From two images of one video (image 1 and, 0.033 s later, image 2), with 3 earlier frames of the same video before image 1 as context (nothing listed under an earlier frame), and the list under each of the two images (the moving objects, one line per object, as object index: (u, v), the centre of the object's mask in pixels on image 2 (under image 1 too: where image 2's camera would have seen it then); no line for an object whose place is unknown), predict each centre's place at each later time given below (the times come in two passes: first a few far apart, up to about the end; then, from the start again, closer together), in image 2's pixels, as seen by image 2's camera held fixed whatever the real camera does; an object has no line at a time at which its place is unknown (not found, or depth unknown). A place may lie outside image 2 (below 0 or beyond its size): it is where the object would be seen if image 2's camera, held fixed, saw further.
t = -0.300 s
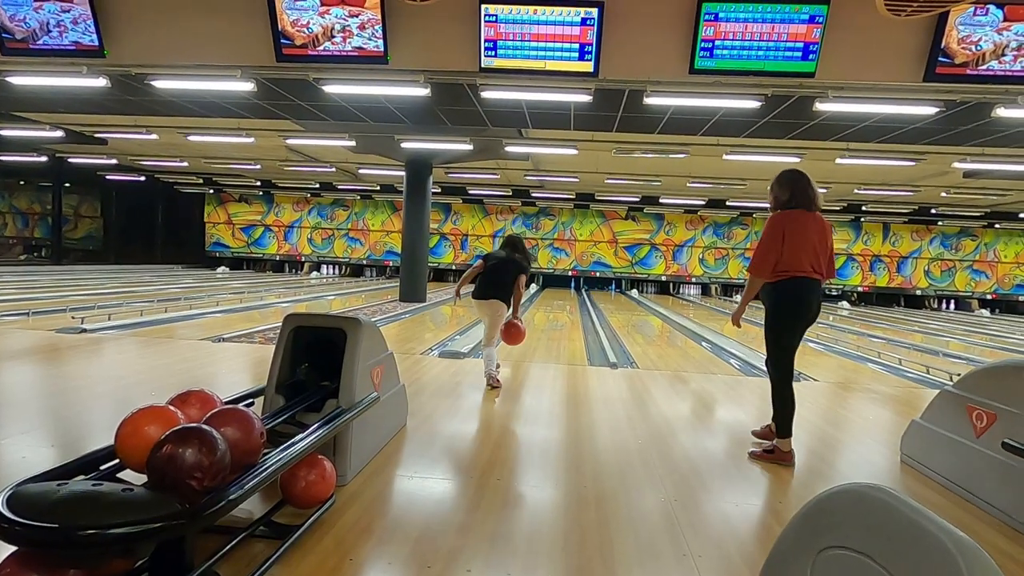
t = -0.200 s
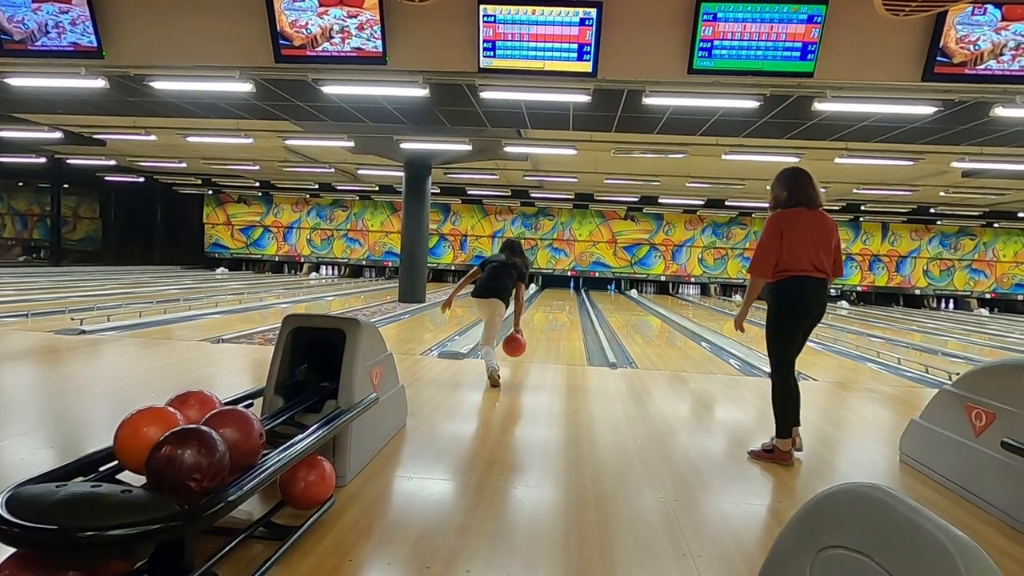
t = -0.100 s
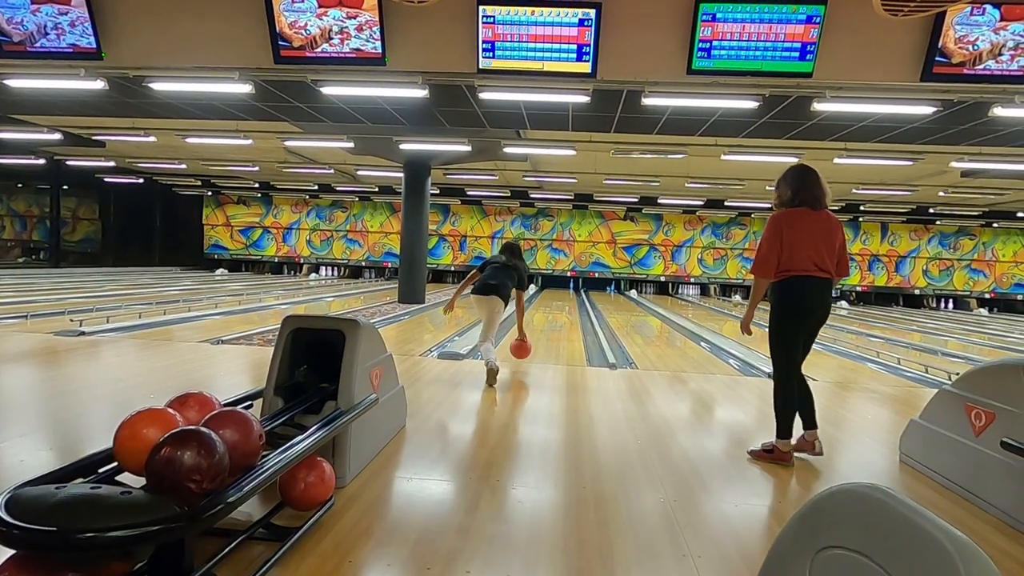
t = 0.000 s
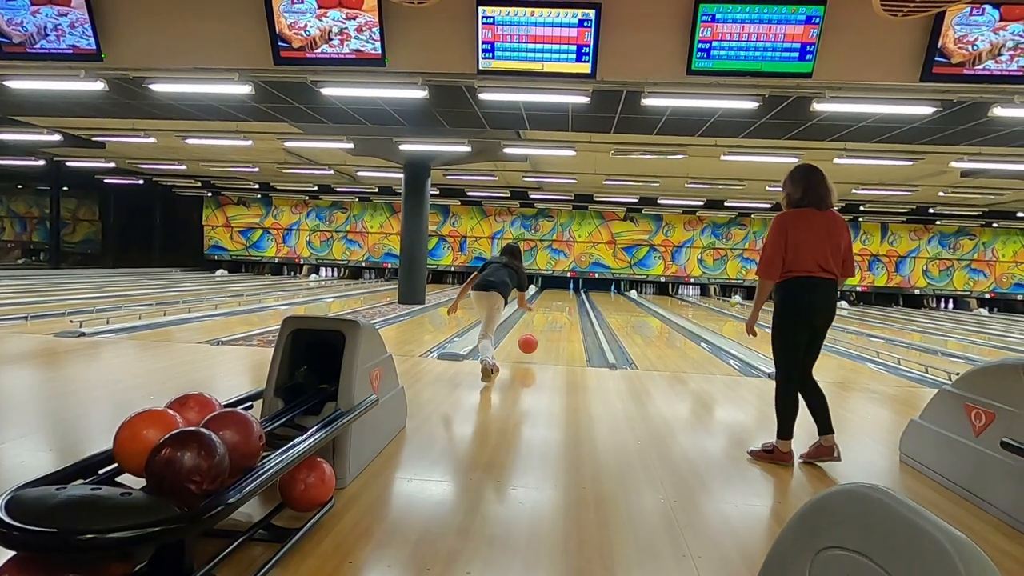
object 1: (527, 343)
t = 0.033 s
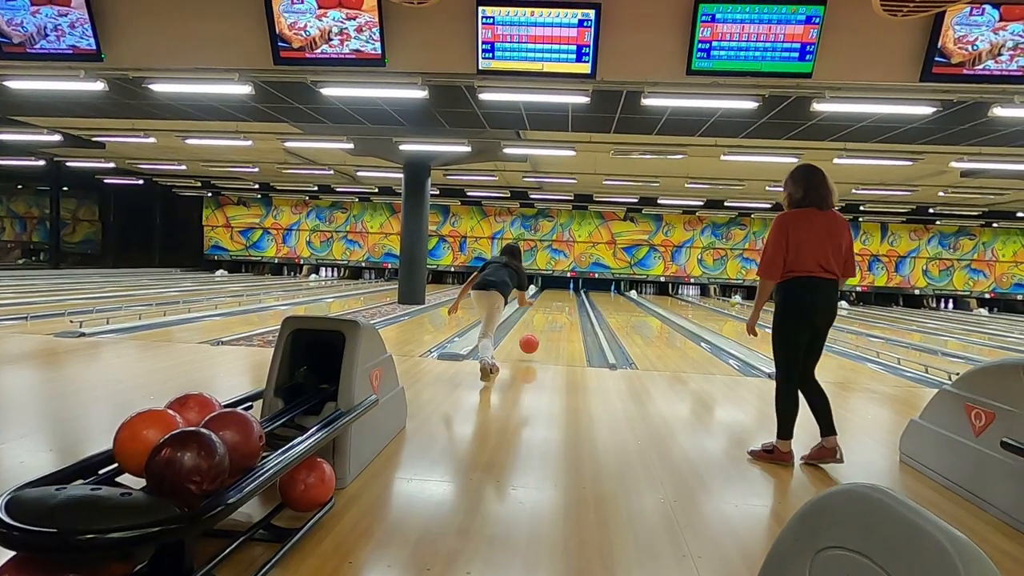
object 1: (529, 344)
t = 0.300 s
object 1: (542, 334)
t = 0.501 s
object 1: (549, 326)
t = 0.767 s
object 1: (554, 318)
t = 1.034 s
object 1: (558, 312)
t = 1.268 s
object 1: (561, 308)
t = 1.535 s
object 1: (563, 304)
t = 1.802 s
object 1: (564, 301)
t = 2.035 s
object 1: (565, 299)
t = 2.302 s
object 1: (566, 297)
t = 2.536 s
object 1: (567, 296)
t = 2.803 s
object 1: (567, 294)
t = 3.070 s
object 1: (567, 292)
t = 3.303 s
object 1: (567, 291)
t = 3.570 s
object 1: (568, 290)
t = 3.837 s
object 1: (568, 289)
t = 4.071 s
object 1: (569, 288)
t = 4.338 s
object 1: (569, 287)
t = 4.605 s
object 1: (570, 287)
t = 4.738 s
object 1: (569, 288)
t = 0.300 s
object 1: (542, 334)
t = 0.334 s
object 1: (543, 333)
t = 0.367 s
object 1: (544, 332)
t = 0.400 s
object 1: (546, 330)
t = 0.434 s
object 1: (546, 329)
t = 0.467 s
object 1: (548, 328)
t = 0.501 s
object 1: (549, 326)
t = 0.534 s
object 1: (549, 325)
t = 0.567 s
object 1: (550, 324)
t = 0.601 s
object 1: (551, 323)
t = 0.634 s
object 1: (552, 322)
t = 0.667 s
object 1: (552, 321)
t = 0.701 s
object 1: (554, 320)
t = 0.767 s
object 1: (554, 318)
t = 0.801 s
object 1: (555, 317)
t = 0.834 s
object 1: (556, 316)
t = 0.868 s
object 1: (556, 315)
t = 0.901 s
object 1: (557, 315)
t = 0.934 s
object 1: (557, 314)
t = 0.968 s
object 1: (558, 313)
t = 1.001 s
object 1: (558, 312)
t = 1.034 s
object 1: (558, 312)
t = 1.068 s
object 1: (559, 311)
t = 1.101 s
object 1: (559, 311)
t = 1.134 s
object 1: (559, 310)
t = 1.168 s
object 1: (560, 310)
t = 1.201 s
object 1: (560, 309)
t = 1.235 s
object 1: (560, 309)
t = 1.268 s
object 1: (561, 308)
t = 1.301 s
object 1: (561, 308)
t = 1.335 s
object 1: (561, 307)
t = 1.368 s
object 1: (562, 306)
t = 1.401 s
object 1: (562, 306)
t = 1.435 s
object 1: (562, 305)
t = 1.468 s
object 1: (562, 305)
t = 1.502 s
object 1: (563, 304)
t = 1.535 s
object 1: (563, 304)
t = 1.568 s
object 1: (563, 304)
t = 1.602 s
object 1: (563, 303)
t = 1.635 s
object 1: (563, 303)
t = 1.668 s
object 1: (563, 303)
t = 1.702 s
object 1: (564, 302)
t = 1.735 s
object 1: (564, 302)
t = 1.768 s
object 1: (564, 301)
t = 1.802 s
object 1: (564, 301)
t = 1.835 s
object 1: (564, 301)
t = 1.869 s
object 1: (564, 300)
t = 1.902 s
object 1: (564, 300)
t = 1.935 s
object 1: (564, 300)
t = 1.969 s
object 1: (564, 299)
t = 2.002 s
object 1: (564, 299)
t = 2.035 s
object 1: (565, 299)
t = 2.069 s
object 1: (565, 299)
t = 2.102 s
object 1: (565, 298)
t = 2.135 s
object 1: (565, 298)
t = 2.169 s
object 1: (565, 298)
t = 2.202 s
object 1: (565, 298)
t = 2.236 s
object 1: (566, 297)
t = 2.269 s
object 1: (565, 297)
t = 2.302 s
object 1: (566, 297)
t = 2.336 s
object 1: (566, 297)
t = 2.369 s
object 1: (566, 297)
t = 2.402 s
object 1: (566, 296)
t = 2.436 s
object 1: (566, 296)
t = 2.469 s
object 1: (566, 296)
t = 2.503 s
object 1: (566, 296)
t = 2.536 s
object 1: (567, 296)
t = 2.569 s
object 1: (567, 295)
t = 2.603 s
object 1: (567, 295)
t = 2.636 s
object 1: (567, 294)
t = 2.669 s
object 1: (567, 294)
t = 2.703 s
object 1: (567, 294)
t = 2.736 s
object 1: (567, 294)
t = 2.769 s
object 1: (567, 294)
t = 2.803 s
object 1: (567, 294)
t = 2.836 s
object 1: (567, 293)
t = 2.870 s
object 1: (567, 293)
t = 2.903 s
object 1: (567, 293)
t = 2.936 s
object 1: (567, 293)
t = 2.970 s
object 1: (567, 293)
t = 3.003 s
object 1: (567, 292)
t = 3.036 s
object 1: (567, 292)
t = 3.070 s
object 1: (567, 292)
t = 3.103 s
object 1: (567, 292)
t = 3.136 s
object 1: (567, 291)
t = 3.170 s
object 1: (567, 291)
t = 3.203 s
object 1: (567, 291)
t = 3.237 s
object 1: (567, 291)
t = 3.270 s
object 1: (567, 291)
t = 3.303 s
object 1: (567, 291)
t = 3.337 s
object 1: (567, 291)
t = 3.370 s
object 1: (567, 291)
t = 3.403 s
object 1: (568, 290)
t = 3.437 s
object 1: (567, 290)
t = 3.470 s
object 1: (568, 290)
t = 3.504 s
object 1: (568, 290)
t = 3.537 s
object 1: (568, 290)
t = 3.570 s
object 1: (568, 290)
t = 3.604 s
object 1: (568, 290)
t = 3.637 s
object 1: (568, 289)
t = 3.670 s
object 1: (568, 289)
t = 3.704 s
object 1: (568, 289)
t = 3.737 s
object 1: (568, 289)
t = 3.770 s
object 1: (568, 289)
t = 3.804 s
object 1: (568, 289)
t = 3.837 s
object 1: (568, 289)
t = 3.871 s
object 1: (568, 288)
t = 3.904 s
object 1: (568, 288)
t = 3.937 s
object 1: (568, 288)
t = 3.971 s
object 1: (568, 288)
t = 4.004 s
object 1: (568, 288)
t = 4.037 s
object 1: (569, 288)
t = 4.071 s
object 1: (569, 288)
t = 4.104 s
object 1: (568, 288)
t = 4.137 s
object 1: (569, 288)
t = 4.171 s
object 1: (569, 288)
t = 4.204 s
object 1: (569, 287)
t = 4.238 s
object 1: (569, 288)
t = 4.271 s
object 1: (569, 287)
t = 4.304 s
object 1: (569, 287)
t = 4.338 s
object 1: (569, 287)
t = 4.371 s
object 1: (569, 287)
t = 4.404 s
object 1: (569, 287)
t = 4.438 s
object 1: (570, 287)
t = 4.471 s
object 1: (569, 287)
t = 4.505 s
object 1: (569, 287)
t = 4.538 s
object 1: (570, 287)
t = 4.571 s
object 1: (570, 286)
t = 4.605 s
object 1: (570, 287)
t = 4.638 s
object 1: (570, 288)
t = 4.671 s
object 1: (570, 288)
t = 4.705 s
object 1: (570, 288)
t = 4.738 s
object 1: (569, 288)
